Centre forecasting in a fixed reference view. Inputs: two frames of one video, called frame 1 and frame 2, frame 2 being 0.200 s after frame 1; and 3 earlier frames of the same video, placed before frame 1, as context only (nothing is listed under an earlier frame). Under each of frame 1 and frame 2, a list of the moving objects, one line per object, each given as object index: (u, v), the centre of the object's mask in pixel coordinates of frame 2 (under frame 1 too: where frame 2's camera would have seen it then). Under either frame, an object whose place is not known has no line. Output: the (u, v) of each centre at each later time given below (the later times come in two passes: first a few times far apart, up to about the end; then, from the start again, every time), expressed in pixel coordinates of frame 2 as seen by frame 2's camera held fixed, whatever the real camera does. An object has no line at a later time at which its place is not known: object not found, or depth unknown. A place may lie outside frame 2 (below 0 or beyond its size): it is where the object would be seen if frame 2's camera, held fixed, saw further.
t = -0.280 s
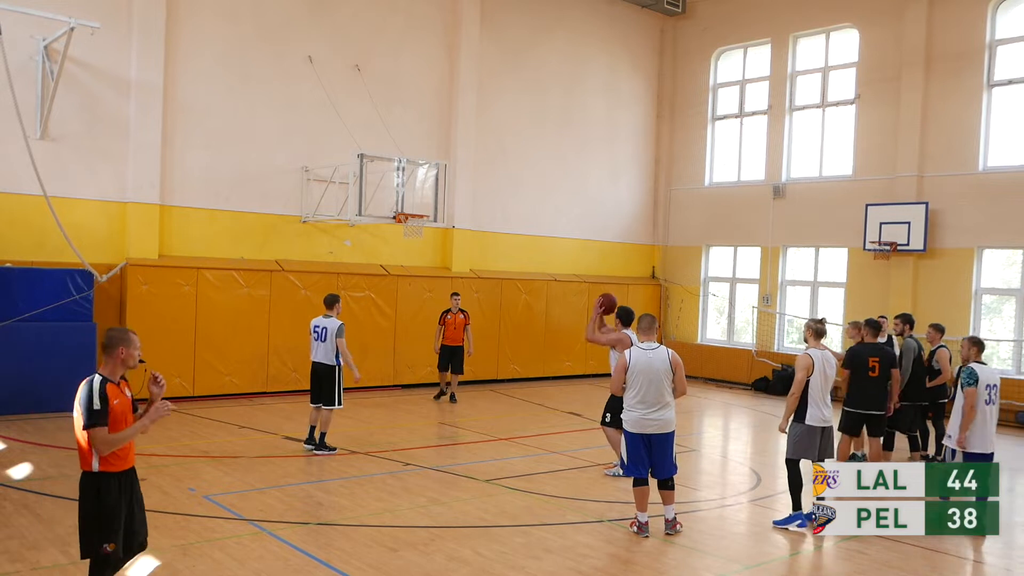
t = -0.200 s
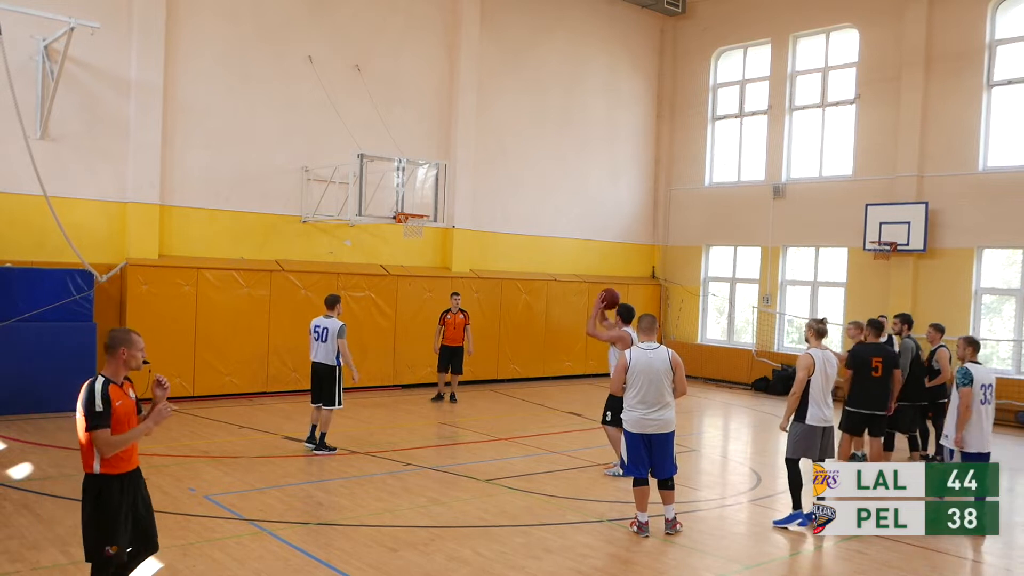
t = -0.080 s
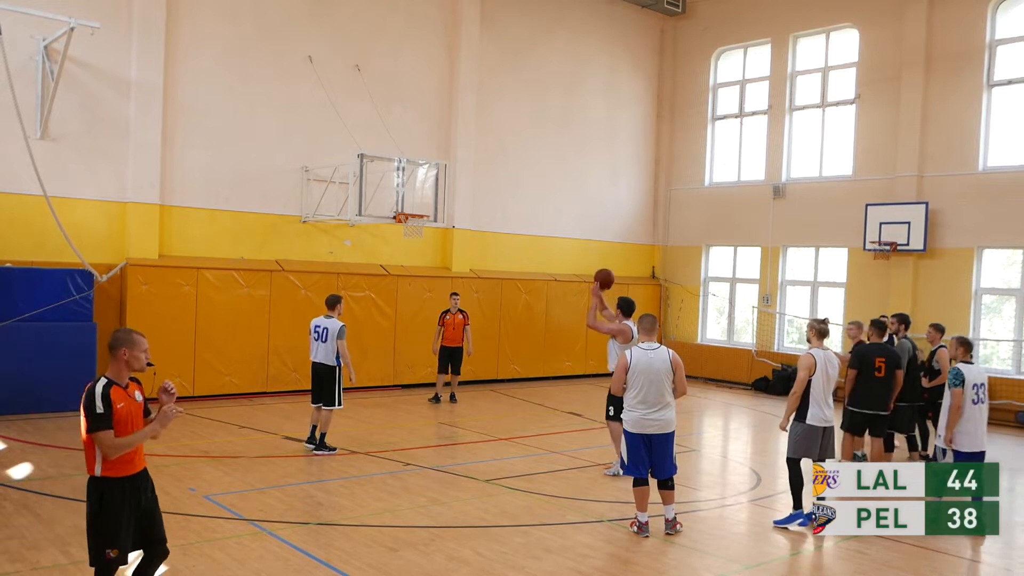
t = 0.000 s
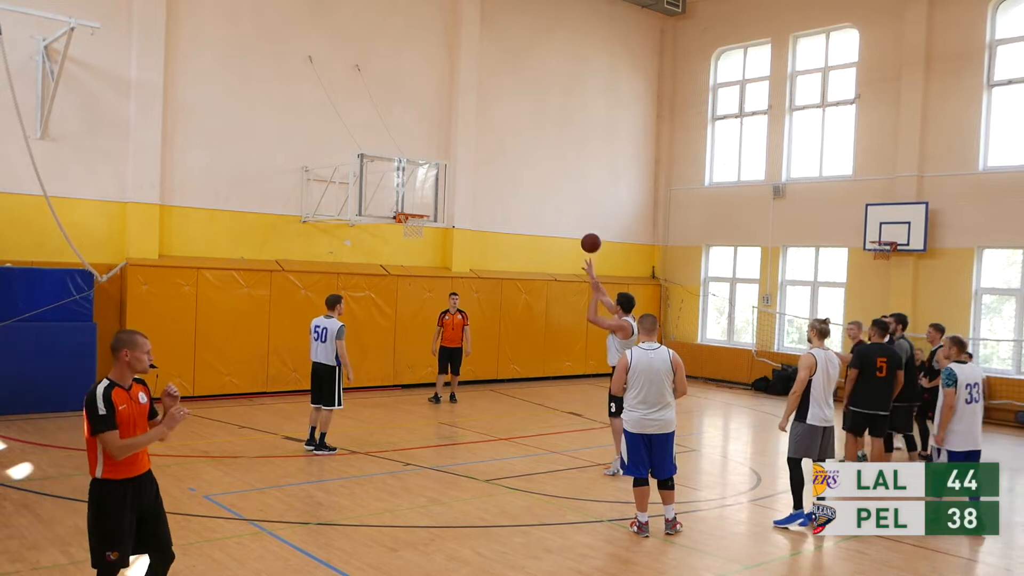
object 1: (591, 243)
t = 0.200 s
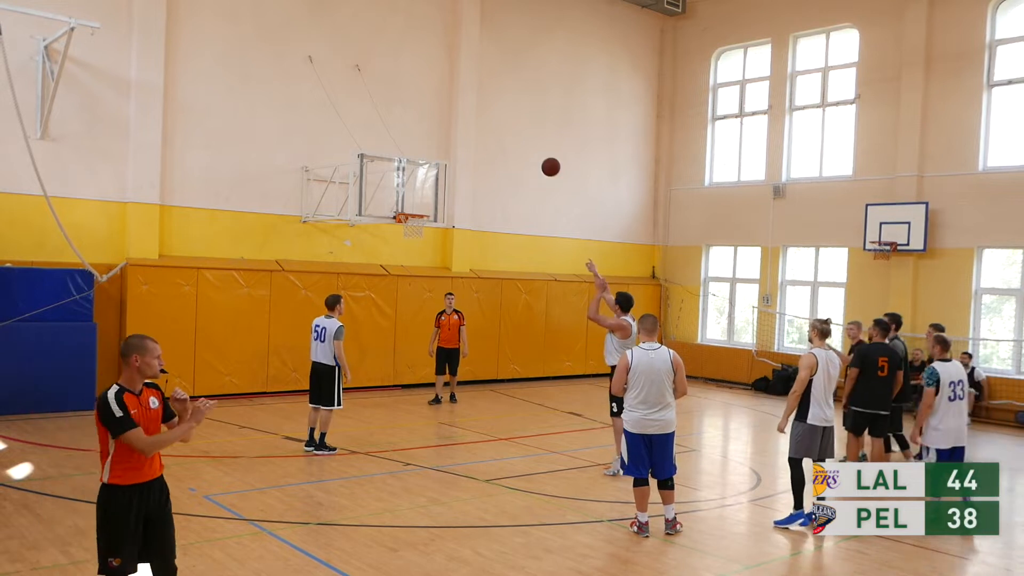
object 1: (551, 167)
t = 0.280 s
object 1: (535, 147)
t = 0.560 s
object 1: (486, 119)
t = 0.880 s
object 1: (436, 155)
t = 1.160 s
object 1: (422, 218)
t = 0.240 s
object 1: (543, 156)
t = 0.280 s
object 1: (535, 147)
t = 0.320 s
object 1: (528, 139)
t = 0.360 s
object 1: (521, 133)
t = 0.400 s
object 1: (514, 128)
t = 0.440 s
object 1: (507, 124)
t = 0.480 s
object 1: (500, 121)
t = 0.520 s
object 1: (493, 120)
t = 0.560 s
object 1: (486, 119)
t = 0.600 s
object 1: (479, 120)
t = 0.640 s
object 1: (473, 122)
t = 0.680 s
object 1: (467, 125)
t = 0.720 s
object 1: (460, 129)
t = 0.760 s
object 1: (454, 134)
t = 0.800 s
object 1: (448, 140)
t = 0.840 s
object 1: (442, 147)
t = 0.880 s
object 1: (436, 155)
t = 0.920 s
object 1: (430, 164)
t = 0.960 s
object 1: (424, 174)
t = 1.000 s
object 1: (418, 184)
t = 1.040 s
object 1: (412, 195)
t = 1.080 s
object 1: (407, 207)
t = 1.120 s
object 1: (413, 212)
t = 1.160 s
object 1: (422, 218)
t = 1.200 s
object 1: (417, 221)
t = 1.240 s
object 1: (411, 224)
